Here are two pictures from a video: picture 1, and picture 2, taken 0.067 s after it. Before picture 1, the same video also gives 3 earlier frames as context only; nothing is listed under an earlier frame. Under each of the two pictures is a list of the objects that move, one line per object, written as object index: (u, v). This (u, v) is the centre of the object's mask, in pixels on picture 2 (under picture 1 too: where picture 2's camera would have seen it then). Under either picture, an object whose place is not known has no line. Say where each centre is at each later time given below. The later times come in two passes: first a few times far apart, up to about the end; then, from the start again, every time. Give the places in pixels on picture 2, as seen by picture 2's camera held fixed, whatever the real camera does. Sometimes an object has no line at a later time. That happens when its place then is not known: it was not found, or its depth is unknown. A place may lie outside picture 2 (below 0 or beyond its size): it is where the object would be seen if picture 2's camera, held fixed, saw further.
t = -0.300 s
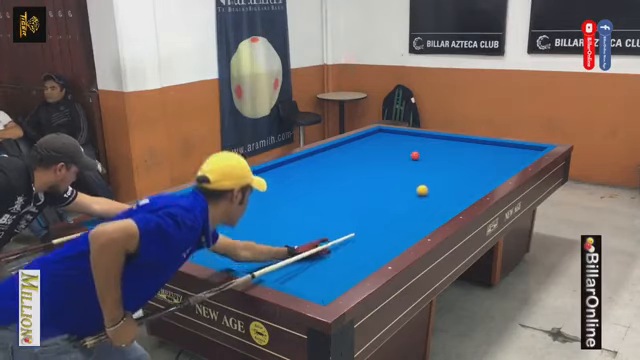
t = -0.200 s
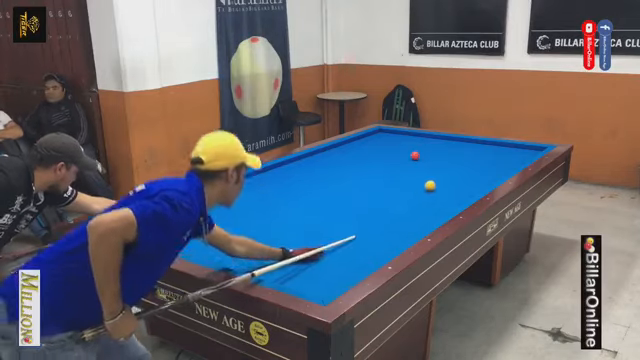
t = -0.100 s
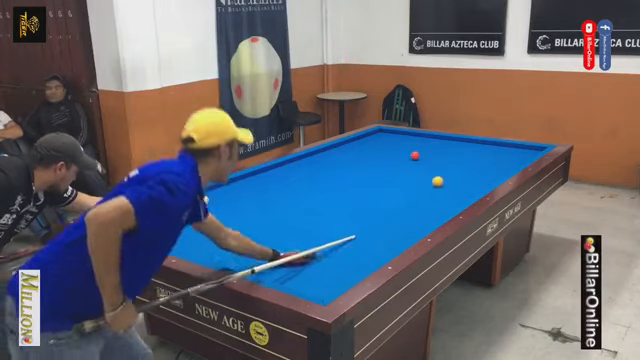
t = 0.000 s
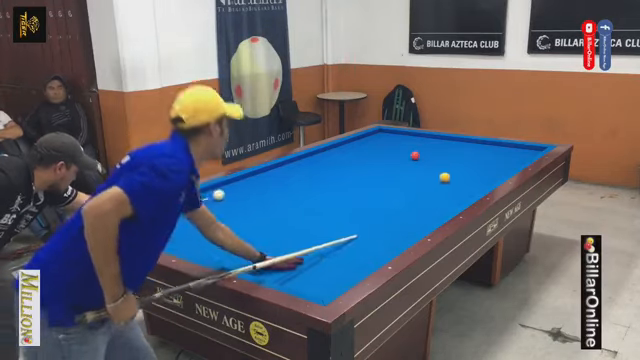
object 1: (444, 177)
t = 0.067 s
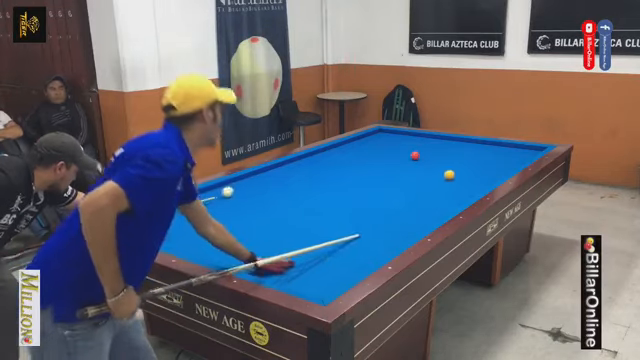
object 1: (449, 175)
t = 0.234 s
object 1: (460, 169)
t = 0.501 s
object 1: (475, 160)
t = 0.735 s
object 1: (488, 153)
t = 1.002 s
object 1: (500, 146)
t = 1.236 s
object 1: (500, 146)
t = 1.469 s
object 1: (494, 149)
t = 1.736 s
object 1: (487, 153)
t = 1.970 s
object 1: (481, 157)
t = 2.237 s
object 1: (473, 161)
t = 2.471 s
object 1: (466, 165)
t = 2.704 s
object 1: (459, 169)
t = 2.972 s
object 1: (451, 174)
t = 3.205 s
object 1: (444, 178)
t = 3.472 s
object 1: (435, 183)
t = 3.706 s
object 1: (428, 187)
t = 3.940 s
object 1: (420, 192)
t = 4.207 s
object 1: (411, 197)
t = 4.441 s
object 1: (403, 201)
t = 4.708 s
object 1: (393, 207)
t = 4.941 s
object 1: (385, 212)
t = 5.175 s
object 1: (376, 216)
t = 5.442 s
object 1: (366, 222)
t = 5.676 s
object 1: (357, 227)
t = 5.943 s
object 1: (347, 233)
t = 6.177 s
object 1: (337, 238)
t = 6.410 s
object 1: (328, 243)
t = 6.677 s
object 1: (318, 249)
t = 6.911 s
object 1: (309, 255)
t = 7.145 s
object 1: (300, 260)
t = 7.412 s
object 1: (289, 266)
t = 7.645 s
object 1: (280, 272)
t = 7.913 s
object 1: (270, 276)
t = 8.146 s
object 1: (274, 275)
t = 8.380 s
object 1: (278, 273)
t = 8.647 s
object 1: (284, 271)
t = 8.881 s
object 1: (288, 269)
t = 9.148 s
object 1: (292, 267)
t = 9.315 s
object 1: (294, 266)
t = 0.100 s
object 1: (451, 174)
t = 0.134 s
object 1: (453, 173)
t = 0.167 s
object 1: (455, 171)
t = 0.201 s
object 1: (457, 170)
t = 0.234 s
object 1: (460, 169)
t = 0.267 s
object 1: (461, 168)
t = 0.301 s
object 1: (463, 166)
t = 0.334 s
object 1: (466, 165)
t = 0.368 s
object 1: (468, 164)
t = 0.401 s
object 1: (470, 163)
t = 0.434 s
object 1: (472, 162)
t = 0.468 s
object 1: (473, 161)
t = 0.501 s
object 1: (475, 160)
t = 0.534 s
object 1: (477, 159)
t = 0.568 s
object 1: (479, 158)
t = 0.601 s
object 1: (481, 157)
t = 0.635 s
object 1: (483, 156)
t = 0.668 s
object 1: (484, 155)
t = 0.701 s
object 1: (486, 154)
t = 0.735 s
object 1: (488, 153)
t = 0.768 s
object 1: (489, 152)
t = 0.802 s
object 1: (491, 151)
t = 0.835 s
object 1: (493, 150)
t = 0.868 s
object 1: (494, 149)
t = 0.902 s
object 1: (496, 149)
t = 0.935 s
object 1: (498, 148)
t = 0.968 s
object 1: (499, 147)
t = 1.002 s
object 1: (500, 146)
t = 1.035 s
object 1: (502, 145)
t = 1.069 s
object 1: (503, 144)
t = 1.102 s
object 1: (504, 144)
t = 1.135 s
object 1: (503, 144)
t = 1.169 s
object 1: (502, 145)
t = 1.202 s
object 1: (501, 145)
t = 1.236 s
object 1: (500, 146)
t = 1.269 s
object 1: (499, 146)
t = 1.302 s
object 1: (499, 147)
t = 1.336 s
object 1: (497, 148)
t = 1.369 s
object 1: (497, 148)
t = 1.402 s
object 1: (496, 148)
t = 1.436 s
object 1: (495, 149)
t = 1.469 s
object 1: (494, 149)
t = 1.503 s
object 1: (493, 150)
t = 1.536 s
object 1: (492, 150)
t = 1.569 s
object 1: (491, 151)
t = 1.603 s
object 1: (490, 151)
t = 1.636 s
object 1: (489, 152)
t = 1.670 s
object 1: (488, 152)
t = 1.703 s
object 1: (488, 153)
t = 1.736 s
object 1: (487, 153)
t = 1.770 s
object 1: (486, 154)
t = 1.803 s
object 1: (485, 154)
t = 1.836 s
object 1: (484, 155)
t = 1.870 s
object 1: (483, 155)
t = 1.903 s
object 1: (482, 156)
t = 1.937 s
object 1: (481, 157)
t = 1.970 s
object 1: (481, 157)
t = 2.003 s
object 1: (479, 158)
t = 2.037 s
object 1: (479, 158)
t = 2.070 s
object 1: (477, 159)
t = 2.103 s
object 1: (477, 159)
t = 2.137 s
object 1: (476, 160)
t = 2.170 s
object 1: (475, 160)
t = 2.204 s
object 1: (474, 161)
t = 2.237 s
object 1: (473, 161)
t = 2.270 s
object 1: (472, 162)
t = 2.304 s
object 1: (471, 163)
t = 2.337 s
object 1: (470, 163)
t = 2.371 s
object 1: (469, 164)
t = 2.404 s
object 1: (468, 164)
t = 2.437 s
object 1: (467, 165)
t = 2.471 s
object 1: (466, 165)
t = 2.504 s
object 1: (465, 166)
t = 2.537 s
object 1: (464, 166)
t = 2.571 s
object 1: (463, 167)
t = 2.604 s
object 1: (462, 167)
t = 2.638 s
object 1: (461, 168)
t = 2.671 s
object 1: (460, 169)
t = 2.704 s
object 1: (459, 169)
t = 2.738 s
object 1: (458, 170)
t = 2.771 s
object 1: (457, 170)
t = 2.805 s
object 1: (456, 171)
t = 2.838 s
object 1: (455, 172)
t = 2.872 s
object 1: (454, 172)
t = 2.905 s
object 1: (453, 173)
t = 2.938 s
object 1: (452, 173)
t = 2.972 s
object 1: (451, 174)
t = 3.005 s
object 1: (450, 174)
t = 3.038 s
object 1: (449, 175)
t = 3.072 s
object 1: (448, 176)
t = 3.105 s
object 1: (447, 176)
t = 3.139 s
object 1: (446, 177)
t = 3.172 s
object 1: (445, 177)
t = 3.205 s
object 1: (444, 178)
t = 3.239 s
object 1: (443, 179)
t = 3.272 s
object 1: (442, 179)
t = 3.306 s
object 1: (441, 180)
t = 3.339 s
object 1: (440, 180)
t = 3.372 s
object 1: (439, 181)
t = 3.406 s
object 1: (437, 182)
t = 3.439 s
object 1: (436, 182)
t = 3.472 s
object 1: (435, 183)
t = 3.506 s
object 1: (434, 184)
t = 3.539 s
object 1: (433, 184)
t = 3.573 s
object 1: (432, 185)
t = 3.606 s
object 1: (431, 185)
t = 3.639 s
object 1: (430, 186)
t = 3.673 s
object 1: (429, 187)
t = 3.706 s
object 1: (428, 187)
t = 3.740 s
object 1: (427, 188)
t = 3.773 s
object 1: (426, 189)
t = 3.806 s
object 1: (425, 189)
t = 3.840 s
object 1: (424, 190)
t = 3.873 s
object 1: (422, 190)
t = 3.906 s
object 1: (421, 191)
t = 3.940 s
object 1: (420, 192)
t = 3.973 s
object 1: (419, 192)
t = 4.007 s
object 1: (418, 193)
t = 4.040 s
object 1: (416, 194)
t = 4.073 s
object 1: (415, 194)
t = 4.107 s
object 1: (414, 195)
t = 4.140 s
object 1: (413, 196)
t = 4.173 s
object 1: (412, 196)
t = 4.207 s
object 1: (411, 197)
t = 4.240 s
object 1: (410, 198)
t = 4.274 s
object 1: (409, 198)
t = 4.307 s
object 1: (407, 199)
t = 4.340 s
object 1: (406, 200)
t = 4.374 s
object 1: (405, 200)
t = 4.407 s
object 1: (404, 201)
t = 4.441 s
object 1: (403, 201)
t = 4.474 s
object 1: (402, 202)
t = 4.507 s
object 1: (400, 203)
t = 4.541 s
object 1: (399, 203)
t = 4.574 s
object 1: (398, 204)
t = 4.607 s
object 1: (397, 205)
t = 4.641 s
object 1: (396, 205)
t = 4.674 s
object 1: (395, 206)
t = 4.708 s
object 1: (393, 207)
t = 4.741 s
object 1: (392, 207)
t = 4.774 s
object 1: (391, 208)
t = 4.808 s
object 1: (390, 209)
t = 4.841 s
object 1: (388, 210)
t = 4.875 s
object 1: (387, 210)
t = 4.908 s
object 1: (386, 211)
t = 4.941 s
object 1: (385, 212)
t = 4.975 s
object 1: (383, 212)
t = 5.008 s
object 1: (382, 213)
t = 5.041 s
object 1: (381, 214)
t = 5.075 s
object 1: (380, 214)
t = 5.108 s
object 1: (378, 215)
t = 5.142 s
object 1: (377, 216)
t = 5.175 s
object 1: (376, 216)
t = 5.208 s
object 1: (375, 217)
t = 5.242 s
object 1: (373, 218)
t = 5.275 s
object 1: (372, 219)
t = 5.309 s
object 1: (371, 219)
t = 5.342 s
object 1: (369, 220)
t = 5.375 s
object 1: (368, 221)
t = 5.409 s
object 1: (367, 222)
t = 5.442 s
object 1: (366, 222)
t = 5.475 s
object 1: (365, 223)
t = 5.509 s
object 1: (363, 224)
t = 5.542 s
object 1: (362, 224)
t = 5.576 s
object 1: (361, 225)
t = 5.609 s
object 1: (359, 226)
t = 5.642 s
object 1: (358, 226)
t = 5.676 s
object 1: (357, 227)
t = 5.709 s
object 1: (355, 228)
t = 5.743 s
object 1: (354, 229)
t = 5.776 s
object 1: (353, 229)
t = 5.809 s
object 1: (352, 230)
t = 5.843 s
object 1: (350, 231)
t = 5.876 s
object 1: (349, 231)
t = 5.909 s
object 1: (348, 232)
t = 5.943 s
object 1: (347, 233)
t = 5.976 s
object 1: (345, 234)
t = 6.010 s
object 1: (344, 234)
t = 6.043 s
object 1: (343, 235)
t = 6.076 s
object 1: (341, 236)
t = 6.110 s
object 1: (340, 237)
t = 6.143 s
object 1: (339, 237)
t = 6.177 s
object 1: (337, 238)
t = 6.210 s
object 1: (336, 239)
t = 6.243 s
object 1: (335, 239)
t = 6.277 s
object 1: (333, 240)
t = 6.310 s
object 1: (332, 241)
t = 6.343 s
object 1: (331, 242)
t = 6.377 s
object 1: (329, 243)
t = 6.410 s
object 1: (328, 243)
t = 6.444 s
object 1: (327, 244)
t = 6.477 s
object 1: (326, 245)
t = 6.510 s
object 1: (324, 245)
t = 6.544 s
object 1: (323, 246)
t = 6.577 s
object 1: (322, 247)
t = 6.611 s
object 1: (320, 248)
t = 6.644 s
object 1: (319, 248)
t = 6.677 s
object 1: (318, 249)
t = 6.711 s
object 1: (316, 250)
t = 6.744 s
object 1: (315, 251)
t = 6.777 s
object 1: (314, 252)
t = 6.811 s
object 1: (313, 252)
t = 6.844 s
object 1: (311, 253)
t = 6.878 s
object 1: (310, 254)
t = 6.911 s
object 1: (309, 255)
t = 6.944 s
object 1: (307, 256)
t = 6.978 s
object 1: (306, 256)
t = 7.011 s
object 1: (305, 257)
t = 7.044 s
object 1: (303, 258)
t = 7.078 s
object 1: (302, 259)
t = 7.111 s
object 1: (301, 259)
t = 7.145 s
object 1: (300, 260)
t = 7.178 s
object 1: (298, 261)
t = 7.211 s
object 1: (297, 262)
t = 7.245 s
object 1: (296, 262)
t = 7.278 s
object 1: (294, 263)
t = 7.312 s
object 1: (293, 264)
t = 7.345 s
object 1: (292, 265)
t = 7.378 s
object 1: (290, 266)
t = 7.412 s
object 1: (289, 266)
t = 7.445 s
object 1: (288, 267)
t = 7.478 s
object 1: (287, 268)
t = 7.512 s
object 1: (285, 269)
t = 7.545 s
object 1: (284, 269)
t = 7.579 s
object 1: (283, 270)
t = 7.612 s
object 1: (281, 271)
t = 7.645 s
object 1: (280, 272)
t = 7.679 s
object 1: (279, 273)
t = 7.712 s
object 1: (277, 273)
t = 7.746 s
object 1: (276, 274)
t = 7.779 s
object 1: (275, 274)
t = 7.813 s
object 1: (274, 275)
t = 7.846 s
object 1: (272, 275)
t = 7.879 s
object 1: (271, 276)
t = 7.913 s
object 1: (270, 276)
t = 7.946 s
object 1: (269, 276)
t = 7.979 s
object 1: (270, 276)
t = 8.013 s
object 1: (271, 276)
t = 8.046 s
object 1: (271, 276)
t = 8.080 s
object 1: (272, 275)
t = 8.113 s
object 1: (273, 275)
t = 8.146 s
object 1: (274, 275)
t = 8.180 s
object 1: (274, 275)
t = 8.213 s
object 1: (275, 274)
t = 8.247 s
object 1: (276, 274)
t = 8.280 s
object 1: (276, 274)
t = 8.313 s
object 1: (277, 274)
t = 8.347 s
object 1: (278, 273)
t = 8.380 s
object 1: (278, 273)
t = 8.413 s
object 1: (279, 273)
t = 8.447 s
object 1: (280, 273)
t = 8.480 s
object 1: (281, 272)
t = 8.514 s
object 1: (281, 272)
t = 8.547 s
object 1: (282, 272)
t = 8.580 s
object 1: (283, 271)
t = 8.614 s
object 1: (283, 271)
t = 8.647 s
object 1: (284, 271)
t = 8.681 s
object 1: (284, 270)
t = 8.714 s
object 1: (285, 270)
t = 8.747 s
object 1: (286, 270)
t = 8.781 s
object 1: (286, 269)
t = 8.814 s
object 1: (287, 269)
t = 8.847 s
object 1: (288, 269)
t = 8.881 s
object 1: (288, 269)
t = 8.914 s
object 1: (289, 268)
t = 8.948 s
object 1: (289, 268)
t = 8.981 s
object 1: (290, 268)
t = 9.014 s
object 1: (290, 268)
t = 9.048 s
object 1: (291, 267)
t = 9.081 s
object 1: (291, 267)
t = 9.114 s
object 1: (292, 267)
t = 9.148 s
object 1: (292, 267)
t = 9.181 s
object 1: (292, 266)
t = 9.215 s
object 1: (293, 266)
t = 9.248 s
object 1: (293, 266)
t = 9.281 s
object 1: (294, 266)
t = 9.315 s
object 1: (294, 266)
